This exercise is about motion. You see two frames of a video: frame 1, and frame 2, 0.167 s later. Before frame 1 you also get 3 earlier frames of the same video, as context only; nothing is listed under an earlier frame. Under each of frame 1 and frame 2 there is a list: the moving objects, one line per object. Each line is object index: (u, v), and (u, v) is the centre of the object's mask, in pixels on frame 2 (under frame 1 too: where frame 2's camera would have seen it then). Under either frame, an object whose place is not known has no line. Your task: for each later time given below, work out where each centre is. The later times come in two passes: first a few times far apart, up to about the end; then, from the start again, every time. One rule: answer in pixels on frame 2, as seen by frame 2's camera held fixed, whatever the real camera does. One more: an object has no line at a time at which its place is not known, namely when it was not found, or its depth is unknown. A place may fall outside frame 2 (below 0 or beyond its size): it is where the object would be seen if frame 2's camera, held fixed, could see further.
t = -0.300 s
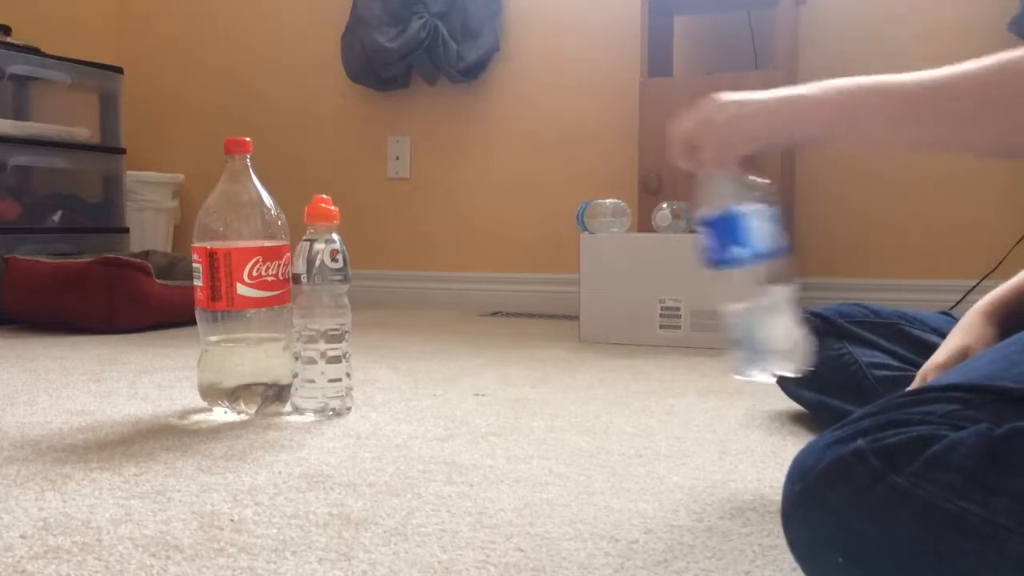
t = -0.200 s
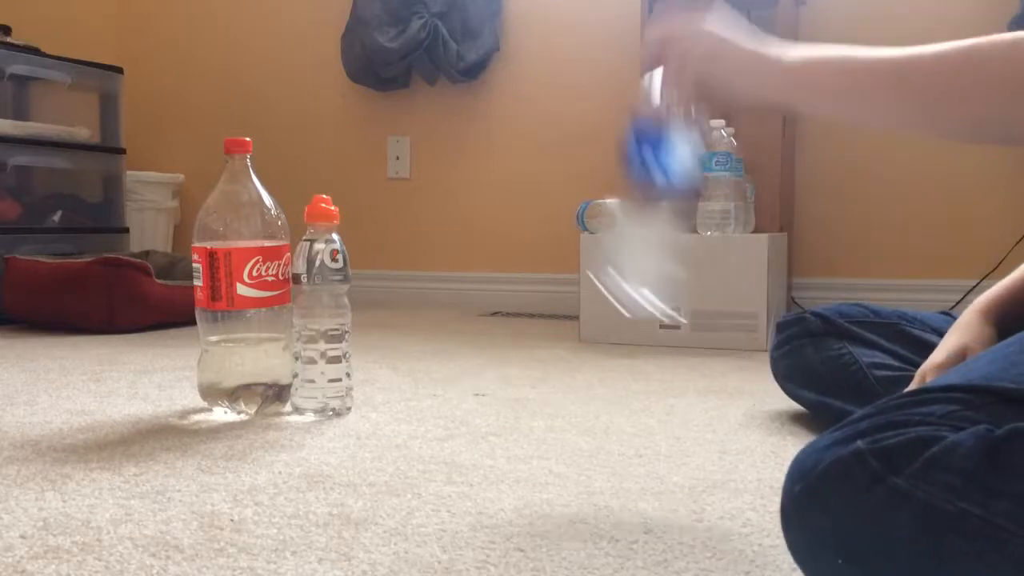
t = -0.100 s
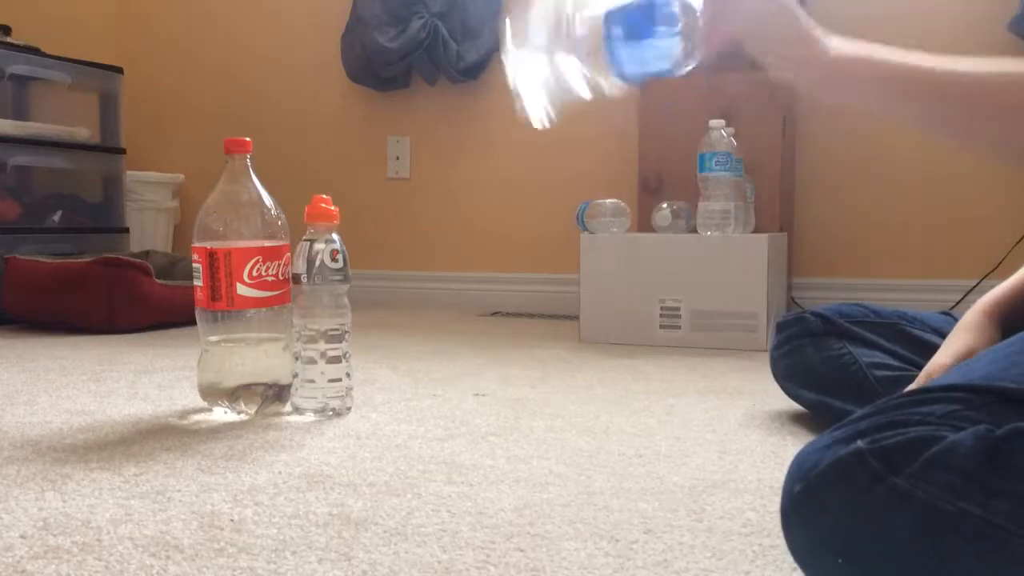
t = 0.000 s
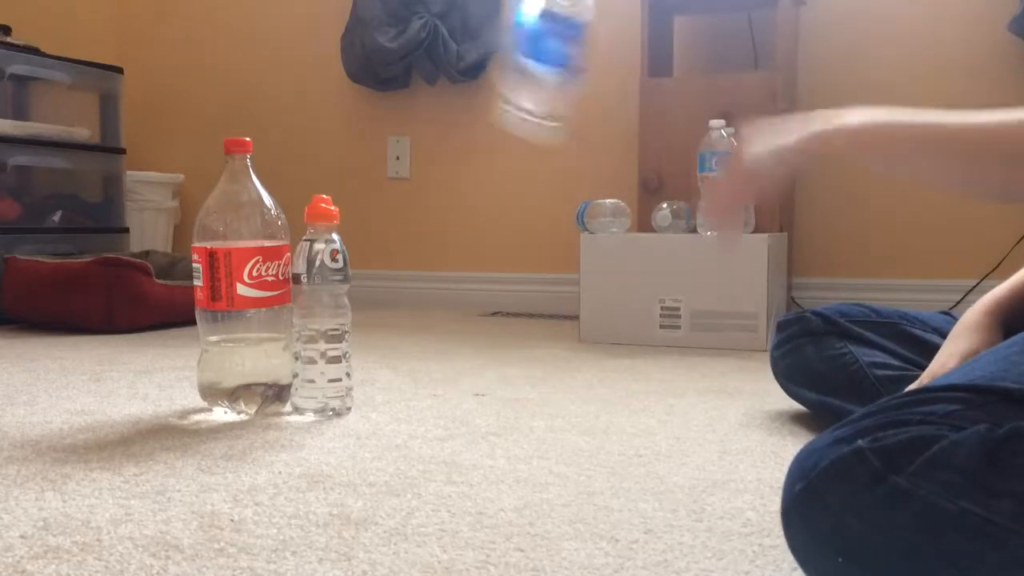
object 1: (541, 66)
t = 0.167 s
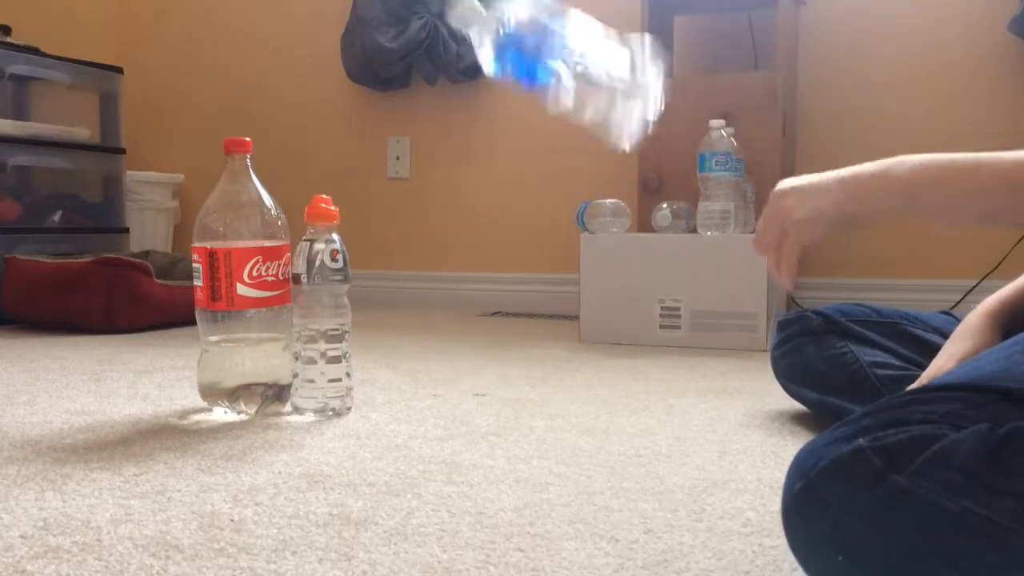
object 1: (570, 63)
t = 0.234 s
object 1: (572, 174)
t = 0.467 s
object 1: (622, 362)
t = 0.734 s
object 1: (623, 365)
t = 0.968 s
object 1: (622, 362)
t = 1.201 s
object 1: (621, 363)
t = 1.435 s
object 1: (621, 363)
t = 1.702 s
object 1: (621, 363)
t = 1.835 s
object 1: (621, 363)
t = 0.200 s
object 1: (569, 112)
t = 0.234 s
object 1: (572, 174)
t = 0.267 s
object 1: (578, 248)
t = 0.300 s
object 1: (577, 324)
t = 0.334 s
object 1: (588, 358)
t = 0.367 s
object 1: (602, 359)
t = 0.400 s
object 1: (612, 361)
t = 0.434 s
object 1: (618, 362)
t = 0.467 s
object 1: (622, 362)
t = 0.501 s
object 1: (624, 362)
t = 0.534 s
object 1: (626, 363)
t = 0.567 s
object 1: (629, 364)
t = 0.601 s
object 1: (630, 365)
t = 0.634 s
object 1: (630, 365)
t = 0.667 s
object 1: (629, 366)
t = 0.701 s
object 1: (627, 365)
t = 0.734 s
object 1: (623, 365)
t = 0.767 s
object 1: (620, 363)
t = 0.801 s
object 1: (619, 363)
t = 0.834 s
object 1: (619, 363)
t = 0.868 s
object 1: (619, 363)
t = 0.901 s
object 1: (621, 362)
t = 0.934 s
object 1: (622, 362)
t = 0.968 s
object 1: (622, 362)
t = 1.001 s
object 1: (621, 363)
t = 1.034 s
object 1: (621, 363)
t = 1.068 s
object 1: (621, 363)
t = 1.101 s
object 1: (621, 363)
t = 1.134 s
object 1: (621, 363)
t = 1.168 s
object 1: (621, 363)
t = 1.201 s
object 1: (621, 363)
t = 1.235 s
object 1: (621, 363)
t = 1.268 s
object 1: (621, 363)
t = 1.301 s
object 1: (621, 363)
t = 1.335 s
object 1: (621, 363)
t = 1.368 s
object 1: (621, 363)
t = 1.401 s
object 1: (621, 363)
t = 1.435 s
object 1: (621, 363)
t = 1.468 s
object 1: (621, 363)
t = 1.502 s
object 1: (621, 363)
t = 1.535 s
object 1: (621, 363)
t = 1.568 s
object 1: (621, 363)
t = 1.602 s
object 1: (621, 363)
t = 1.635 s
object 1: (621, 363)
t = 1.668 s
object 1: (621, 363)
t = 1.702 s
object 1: (621, 363)
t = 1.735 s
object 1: (621, 363)
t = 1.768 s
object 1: (621, 363)
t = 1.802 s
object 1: (621, 363)
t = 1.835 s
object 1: (621, 363)
